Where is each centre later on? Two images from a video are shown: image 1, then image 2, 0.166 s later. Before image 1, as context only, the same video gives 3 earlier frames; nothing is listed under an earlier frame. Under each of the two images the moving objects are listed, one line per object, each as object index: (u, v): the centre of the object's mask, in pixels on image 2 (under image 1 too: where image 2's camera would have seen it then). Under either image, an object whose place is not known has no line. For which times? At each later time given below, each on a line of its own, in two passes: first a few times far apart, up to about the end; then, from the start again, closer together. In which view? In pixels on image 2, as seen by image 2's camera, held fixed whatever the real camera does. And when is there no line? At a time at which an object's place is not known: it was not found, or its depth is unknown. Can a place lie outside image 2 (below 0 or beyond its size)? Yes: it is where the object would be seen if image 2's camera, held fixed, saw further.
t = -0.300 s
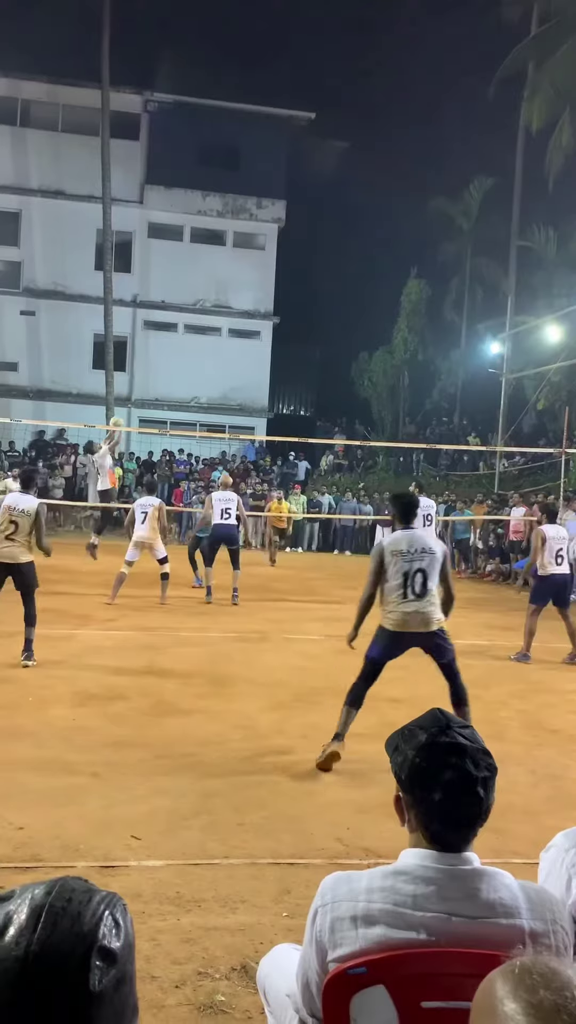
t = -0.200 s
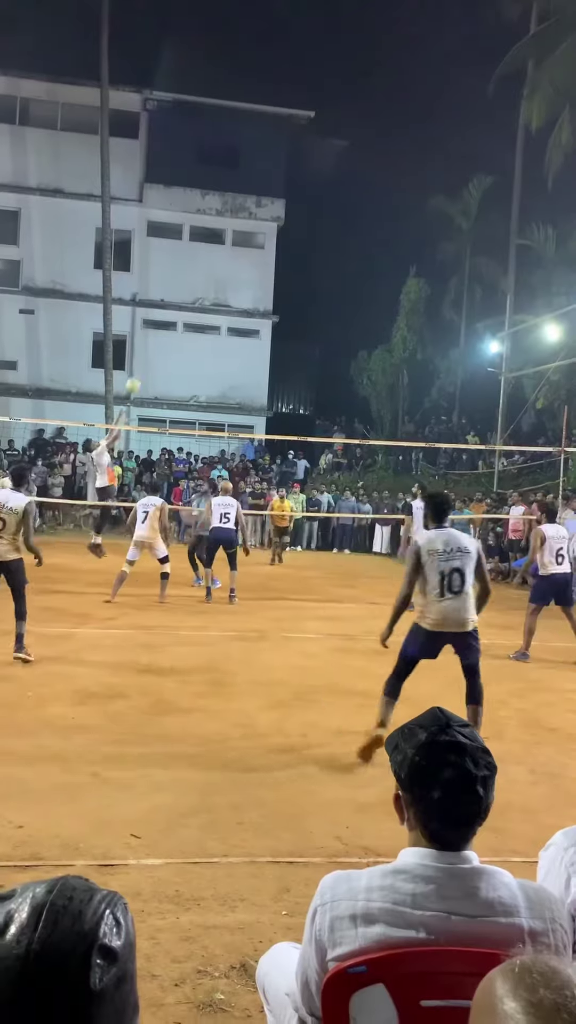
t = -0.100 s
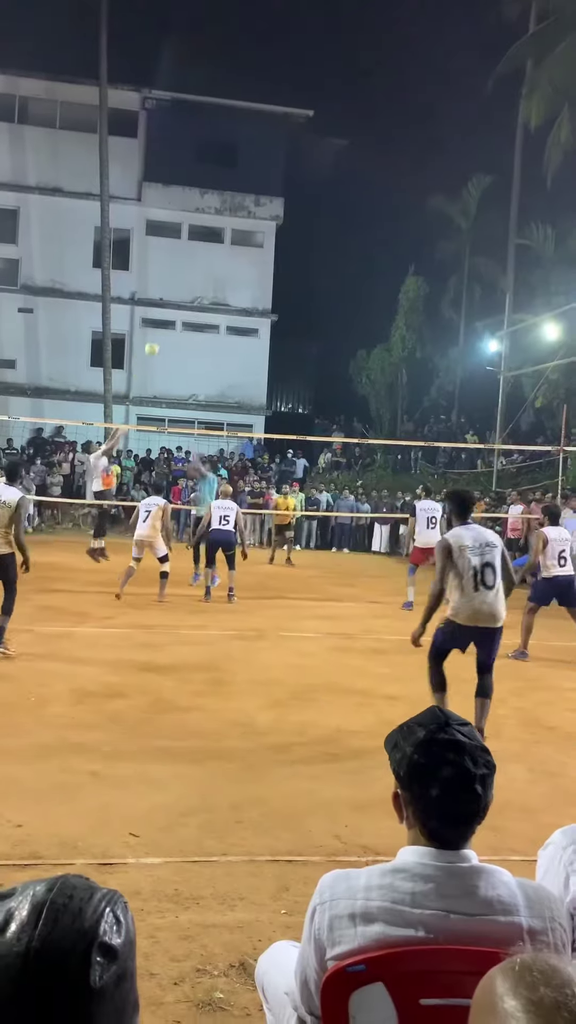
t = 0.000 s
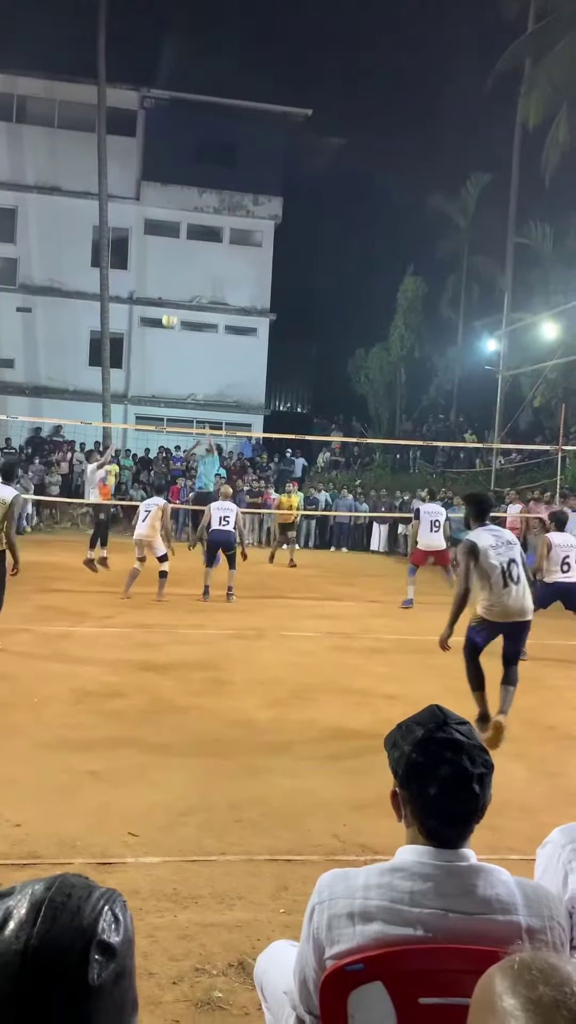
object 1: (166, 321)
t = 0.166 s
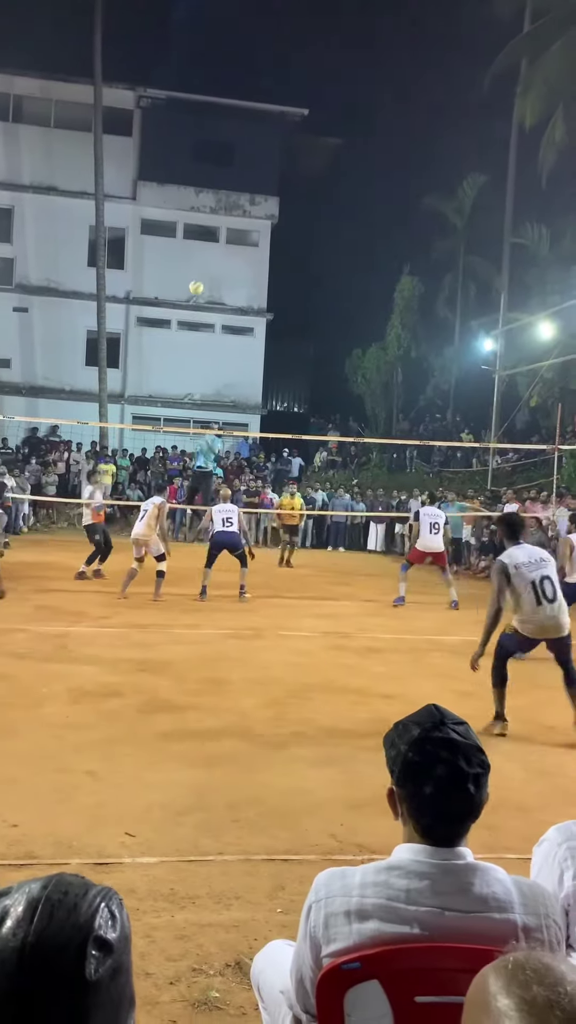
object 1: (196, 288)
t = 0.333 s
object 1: (225, 273)
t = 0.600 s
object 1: (268, 287)
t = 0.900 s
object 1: (310, 355)
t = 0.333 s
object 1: (225, 273)
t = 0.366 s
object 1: (230, 272)
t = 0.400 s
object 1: (236, 272)
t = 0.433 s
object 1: (241, 273)
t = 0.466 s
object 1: (247, 274)
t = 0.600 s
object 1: (268, 287)
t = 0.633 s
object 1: (273, 292)
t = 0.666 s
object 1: (278, 297)
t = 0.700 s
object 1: (283, 304)
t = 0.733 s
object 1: (287, 311)
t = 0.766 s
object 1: (292, 318)
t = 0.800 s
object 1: (296, 327)
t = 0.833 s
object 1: (301, 335)
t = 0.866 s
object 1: (306, 345)
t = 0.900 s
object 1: (310, 355)
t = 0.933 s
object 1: (315, 366)
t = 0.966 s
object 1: (319, 378)
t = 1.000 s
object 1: (323, 390)
